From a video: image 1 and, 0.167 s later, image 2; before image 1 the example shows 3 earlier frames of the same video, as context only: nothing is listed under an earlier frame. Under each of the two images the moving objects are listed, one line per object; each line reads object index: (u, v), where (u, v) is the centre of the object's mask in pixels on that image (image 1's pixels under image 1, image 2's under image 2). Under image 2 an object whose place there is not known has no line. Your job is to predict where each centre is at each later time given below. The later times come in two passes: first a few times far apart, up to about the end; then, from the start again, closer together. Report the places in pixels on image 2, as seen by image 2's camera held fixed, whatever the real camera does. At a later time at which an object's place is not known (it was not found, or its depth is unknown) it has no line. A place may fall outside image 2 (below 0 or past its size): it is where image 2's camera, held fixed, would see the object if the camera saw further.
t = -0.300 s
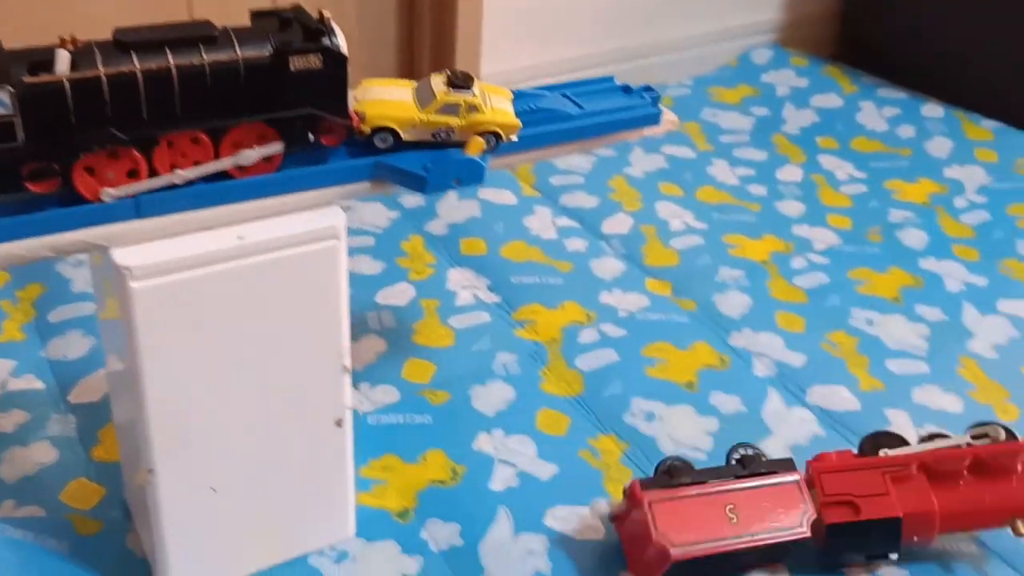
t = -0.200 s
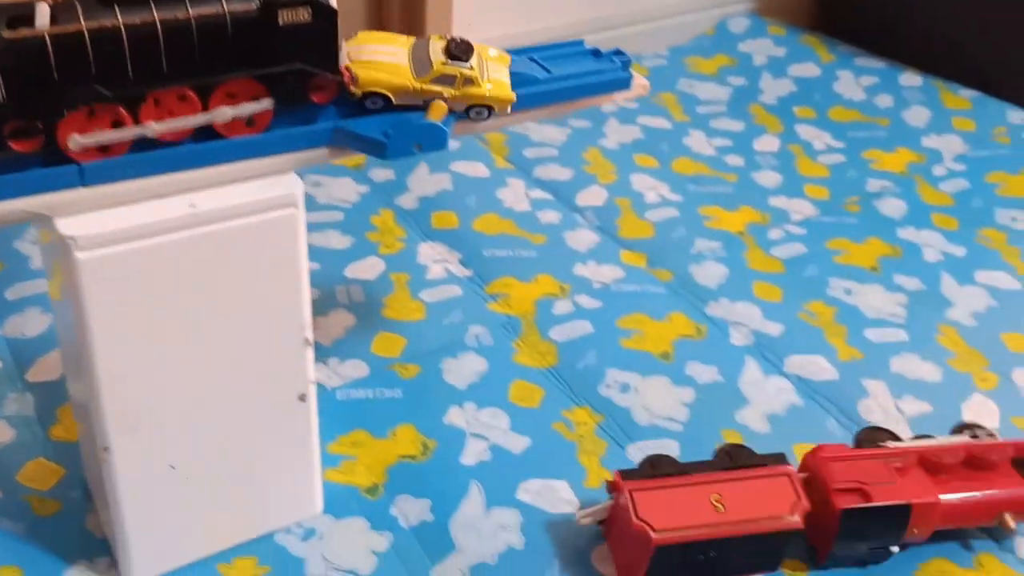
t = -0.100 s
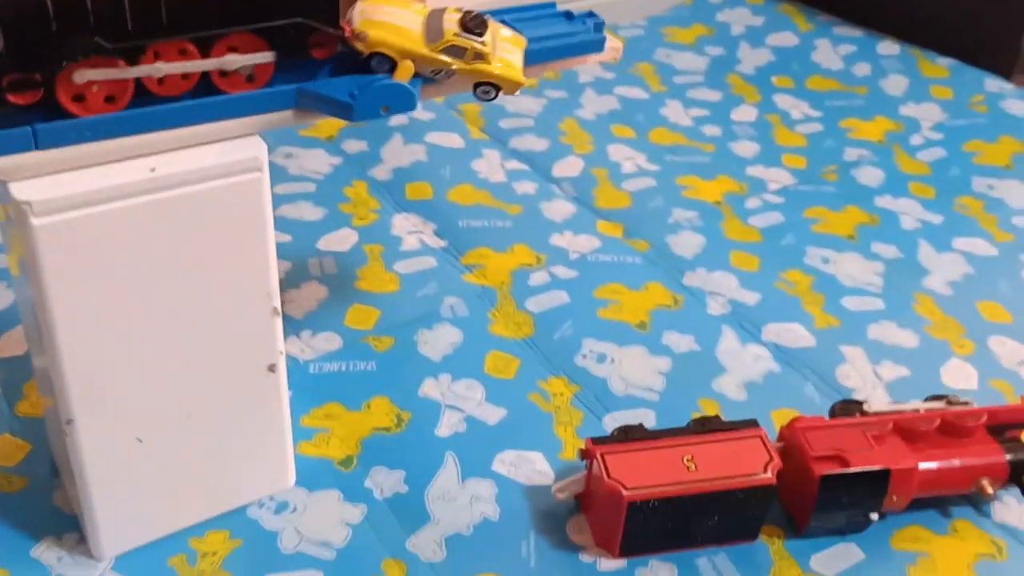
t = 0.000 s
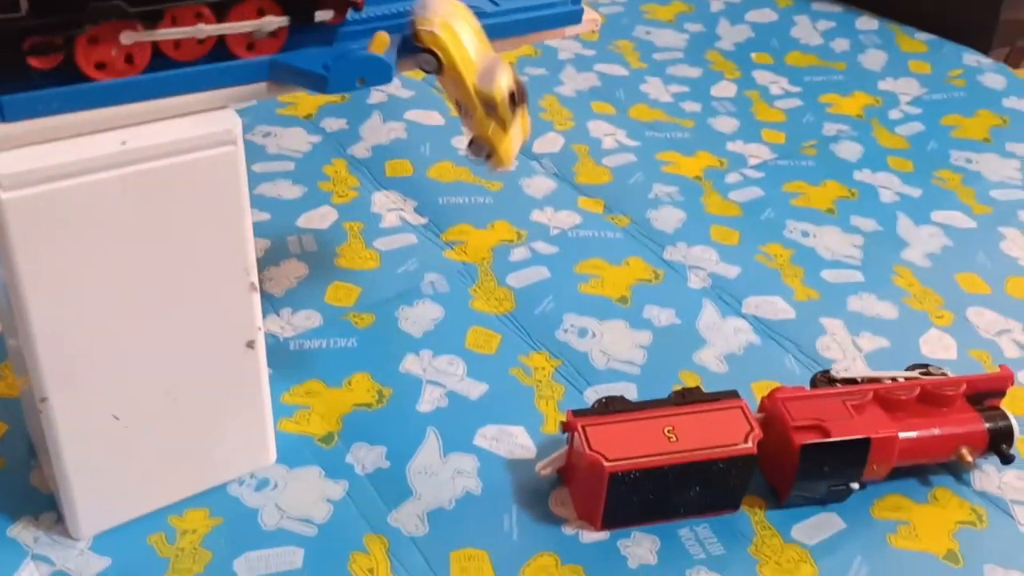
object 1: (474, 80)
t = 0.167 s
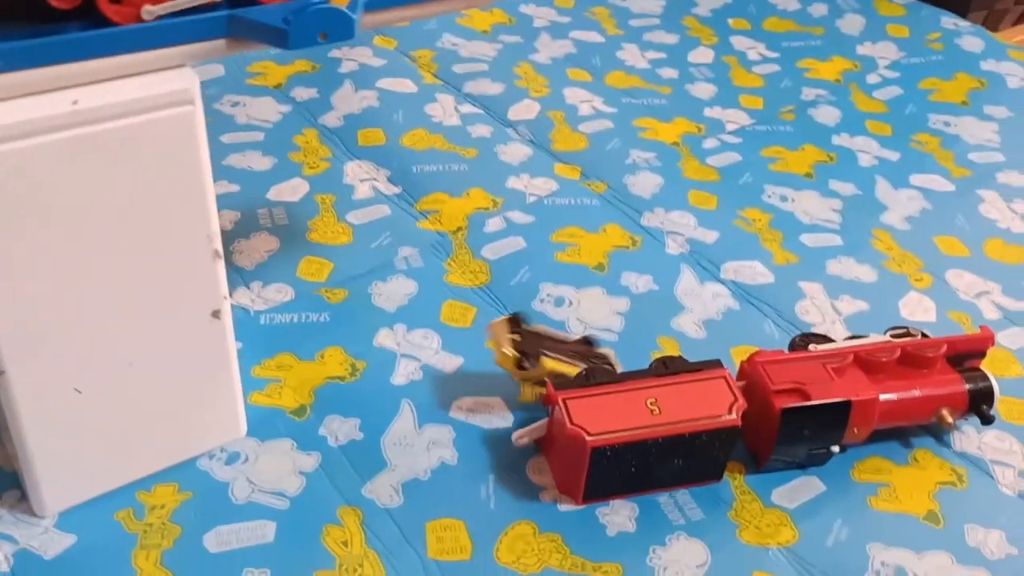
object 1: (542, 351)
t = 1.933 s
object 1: (580, 333)
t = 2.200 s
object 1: (581, 333)
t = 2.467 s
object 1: (581, 334)
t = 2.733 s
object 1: (581, 334)
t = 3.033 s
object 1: (581, 334)
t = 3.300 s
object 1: (581, 335)
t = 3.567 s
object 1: (580, 335)
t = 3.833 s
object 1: (580, 335)
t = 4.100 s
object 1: (580, 338)
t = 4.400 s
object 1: (580, 338)
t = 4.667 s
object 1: (580, 338)
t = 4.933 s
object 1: (580, 338)
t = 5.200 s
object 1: (580, 338)
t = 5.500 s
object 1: (579, 338)
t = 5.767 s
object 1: (579, 338)
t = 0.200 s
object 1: (566, 359)
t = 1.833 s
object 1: (580, 333)
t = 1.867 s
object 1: (580, 333)
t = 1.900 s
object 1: (580, 333)
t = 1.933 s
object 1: (580, 333)
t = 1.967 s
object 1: (580, 333)
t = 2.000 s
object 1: (581, 333)
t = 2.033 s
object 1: (581, 333)
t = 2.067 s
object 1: (581, 333)
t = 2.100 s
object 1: (581, 334)
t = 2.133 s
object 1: (581, 334)
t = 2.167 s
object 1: (581, 334)
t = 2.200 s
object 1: (581, 333)
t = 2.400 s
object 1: (581, 334)
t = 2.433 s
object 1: (581, 334)
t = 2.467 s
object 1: (581, 334)
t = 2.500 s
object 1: (581, 334)
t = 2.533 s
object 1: (581, 334)
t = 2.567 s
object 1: (581, 334)
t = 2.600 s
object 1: (581, 334)
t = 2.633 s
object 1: (581, 334)
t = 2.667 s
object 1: (581, 334)
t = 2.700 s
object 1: (581, 334)
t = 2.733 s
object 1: (581, 334)
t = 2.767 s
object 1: (581, 334)
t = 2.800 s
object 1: (581, 334)
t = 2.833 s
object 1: (581, 334)
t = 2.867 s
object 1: (581, 334)
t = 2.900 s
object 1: (581, 334)
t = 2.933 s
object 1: (581, 334)
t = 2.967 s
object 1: (581, 334)
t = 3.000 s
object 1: (581, 334)
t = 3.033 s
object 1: (581, 334)
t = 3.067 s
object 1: (581, 334)
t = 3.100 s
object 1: (581, 334)
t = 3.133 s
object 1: (581, 334)
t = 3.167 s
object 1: (581, 334)
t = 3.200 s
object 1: (581, 335)
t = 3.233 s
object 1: (581, 334)
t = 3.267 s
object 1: (581, 334)
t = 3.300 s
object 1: (581, 335)
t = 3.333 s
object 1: (581, 335)
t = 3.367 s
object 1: (581, 335)
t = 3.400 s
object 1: (580, 335)
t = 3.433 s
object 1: (581, 335)
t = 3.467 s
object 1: (581, 335)
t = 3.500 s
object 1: (581, 335)
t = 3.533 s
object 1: (580, 334)
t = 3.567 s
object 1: (580, 335)
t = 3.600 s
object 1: (580, 335)
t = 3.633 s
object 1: (580, 335)
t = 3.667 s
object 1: (580, 335)
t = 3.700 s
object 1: (580, 338)
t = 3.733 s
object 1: (580, 335)
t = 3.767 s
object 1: (580, 335)
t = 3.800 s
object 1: (580, 335)
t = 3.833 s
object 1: (580, 335)
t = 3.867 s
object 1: (580, 335)
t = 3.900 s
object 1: (580, 335)
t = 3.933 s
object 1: (580, 335)
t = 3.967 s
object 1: (580, 335)
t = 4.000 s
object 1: (580, 335)
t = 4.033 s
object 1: (580, 335)
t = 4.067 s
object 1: (580, 335)
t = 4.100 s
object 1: (580, 338)
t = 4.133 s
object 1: (580, 338)
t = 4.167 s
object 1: (580, 338)
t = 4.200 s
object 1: (580, 338)
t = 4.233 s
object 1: (580, 338)
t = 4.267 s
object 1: (580, 338)
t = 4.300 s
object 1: (580, 338)
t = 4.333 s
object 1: (580, 338)
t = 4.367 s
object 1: (580, 338)
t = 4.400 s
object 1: (580, 338)
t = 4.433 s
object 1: (580, 339)
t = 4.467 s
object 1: (580, 338)
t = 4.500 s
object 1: (580, 339)
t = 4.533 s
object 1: (580, 339)
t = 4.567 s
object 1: (580, 339)
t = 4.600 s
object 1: (580, 339)
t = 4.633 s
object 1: (580, 338)
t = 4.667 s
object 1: (580, 338)
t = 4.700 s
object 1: (580, 338)
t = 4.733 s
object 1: (580, 338)
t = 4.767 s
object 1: (580, 338)
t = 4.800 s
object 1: (580, 339)
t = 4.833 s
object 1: (580, 339)
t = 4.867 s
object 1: (580, 339)
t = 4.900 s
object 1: (580, 338)
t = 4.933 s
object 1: (580, 338)
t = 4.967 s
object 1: (580, 338)
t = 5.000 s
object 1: (580, 338)
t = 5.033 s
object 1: (580, 338)
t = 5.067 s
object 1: (580, 339)
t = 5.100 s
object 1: (580, 338)
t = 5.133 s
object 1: (580, 338)
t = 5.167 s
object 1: (580, 338)
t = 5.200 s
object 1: (580, 338)
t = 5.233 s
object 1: (579, 338)
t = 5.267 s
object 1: (580, 338)
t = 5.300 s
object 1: (580, 338)
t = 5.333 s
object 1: (580, 338)
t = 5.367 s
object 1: (580, 338)
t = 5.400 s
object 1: (580, 338)
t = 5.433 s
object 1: (580, 338)
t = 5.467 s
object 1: (579, 338)
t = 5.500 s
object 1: (579, 338)
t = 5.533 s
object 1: (579, 338)
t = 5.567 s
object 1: (579, 338)
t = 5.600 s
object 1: (579, 338)
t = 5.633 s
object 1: (579, 339)
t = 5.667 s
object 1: (580, 339)
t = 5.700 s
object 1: (580, 339)
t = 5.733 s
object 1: (579, 339)
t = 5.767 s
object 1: (579, 338)
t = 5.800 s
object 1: (579, 338)
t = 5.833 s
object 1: (579, 338)
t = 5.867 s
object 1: (579, 338)
